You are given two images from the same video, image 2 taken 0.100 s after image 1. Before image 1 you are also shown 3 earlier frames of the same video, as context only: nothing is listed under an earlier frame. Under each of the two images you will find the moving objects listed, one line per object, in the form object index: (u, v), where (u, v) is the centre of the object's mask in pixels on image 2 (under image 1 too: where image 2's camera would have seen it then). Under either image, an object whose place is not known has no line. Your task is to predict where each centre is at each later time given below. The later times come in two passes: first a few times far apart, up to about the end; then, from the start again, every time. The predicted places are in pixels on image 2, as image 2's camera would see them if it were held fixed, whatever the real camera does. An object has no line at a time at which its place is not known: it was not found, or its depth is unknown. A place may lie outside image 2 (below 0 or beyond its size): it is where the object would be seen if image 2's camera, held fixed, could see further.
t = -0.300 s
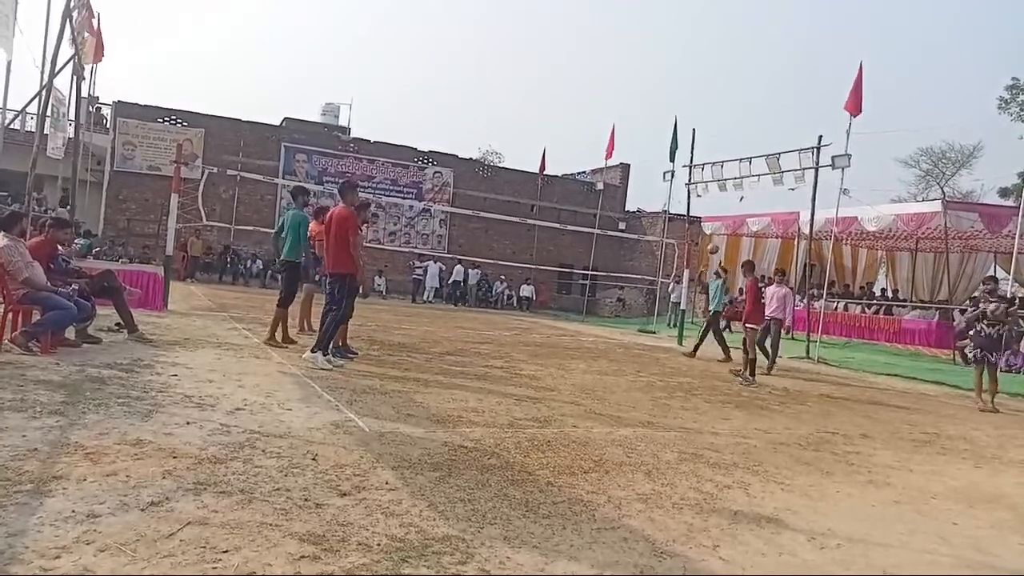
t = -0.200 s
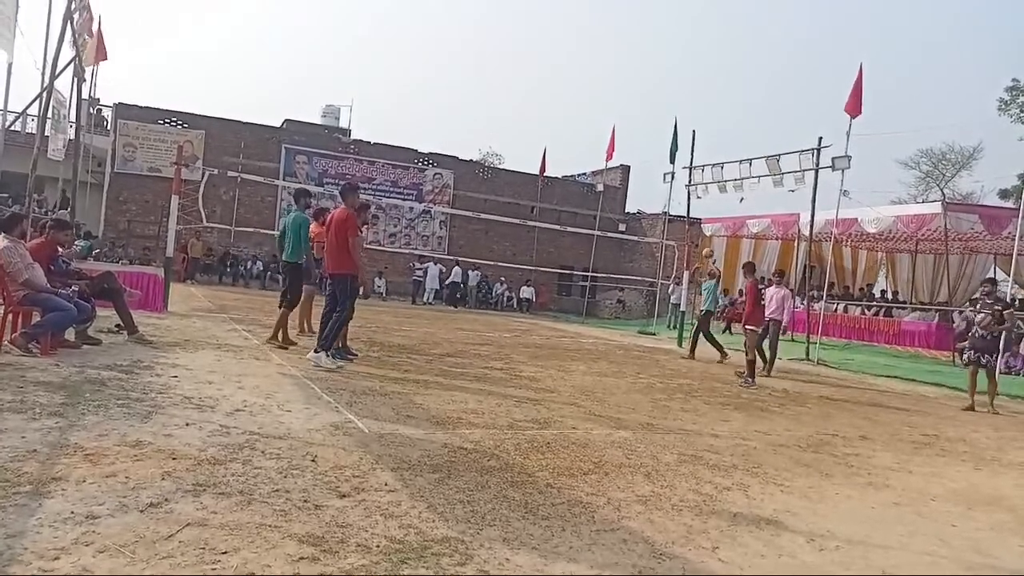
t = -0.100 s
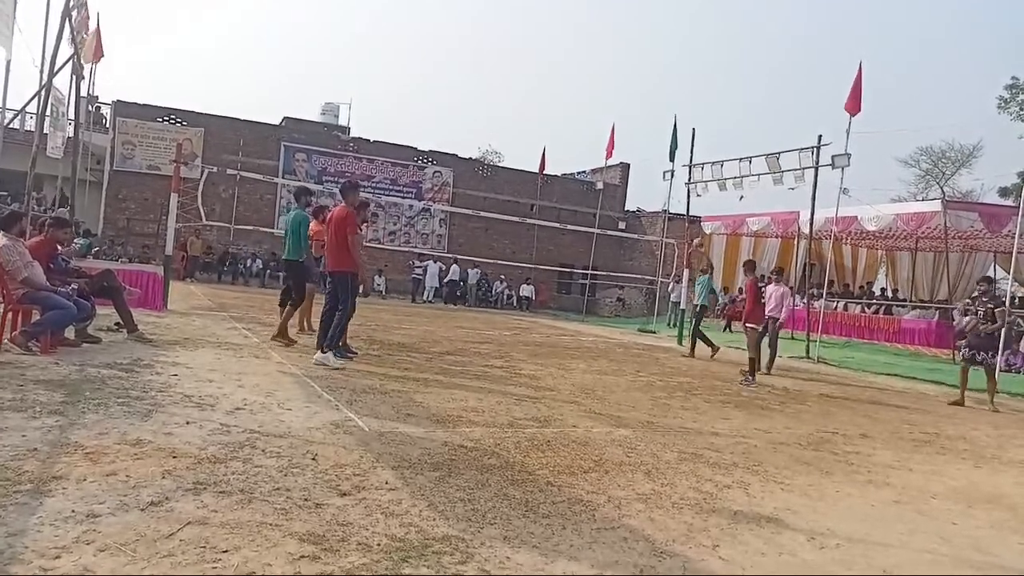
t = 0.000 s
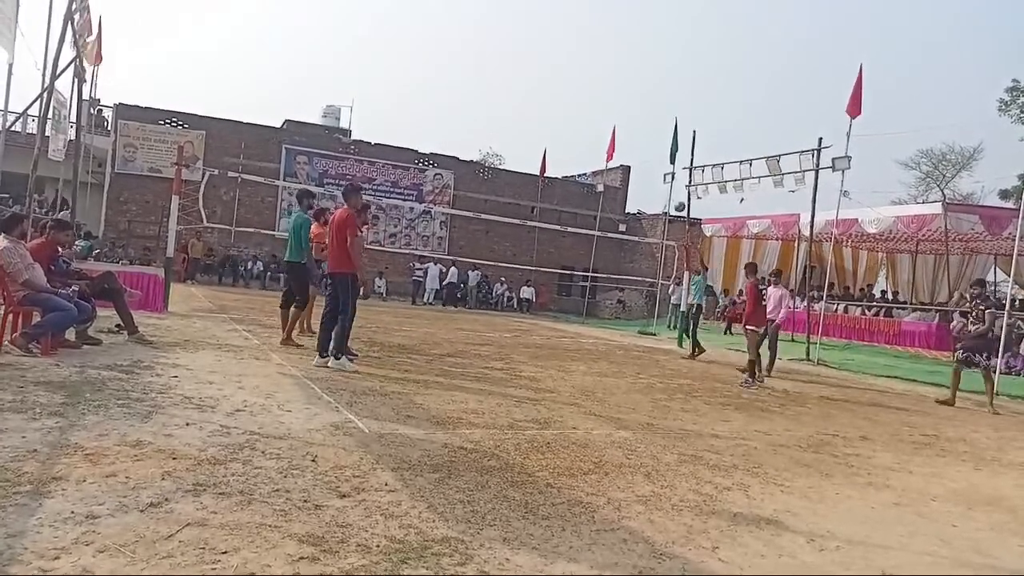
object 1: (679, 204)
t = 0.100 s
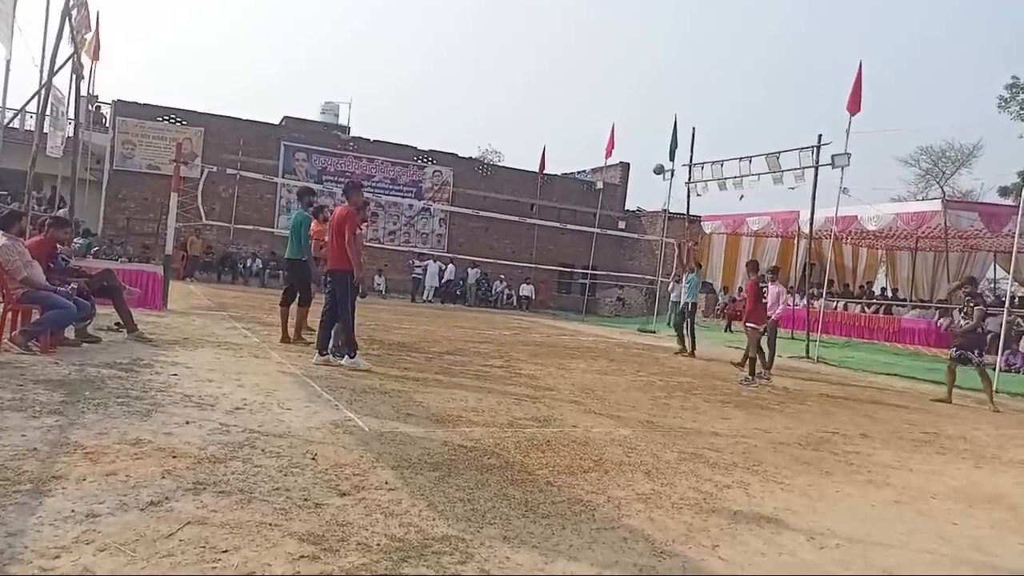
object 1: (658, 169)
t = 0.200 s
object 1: (637, 140)
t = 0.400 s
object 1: (593, 95)
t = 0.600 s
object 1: (546, 71)
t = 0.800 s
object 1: (496, 69)
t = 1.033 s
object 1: (434, 96)
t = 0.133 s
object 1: (651, 159)
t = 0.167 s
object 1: (644, 149)
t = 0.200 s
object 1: (637, 140)
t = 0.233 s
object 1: (630, 131)
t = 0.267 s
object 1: (623, 123)
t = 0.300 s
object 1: (615, 115)
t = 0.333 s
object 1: (607, 108)
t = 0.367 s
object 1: (600, 102)
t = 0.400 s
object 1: (593, 95)
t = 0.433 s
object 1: (585, 90)
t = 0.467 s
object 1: (578, 85)
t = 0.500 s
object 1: (570, 80)
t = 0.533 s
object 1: (562, 77)
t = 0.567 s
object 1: (554, 74)
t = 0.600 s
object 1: (546, 71)
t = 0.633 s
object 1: (538, 69)
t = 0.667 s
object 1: (530, 67)
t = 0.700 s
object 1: (522, 67)
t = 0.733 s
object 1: (513, 67)
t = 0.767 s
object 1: (505, 68)
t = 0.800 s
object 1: (496, 69)
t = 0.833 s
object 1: (488, 70)
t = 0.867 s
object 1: (479, 73)
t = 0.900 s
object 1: (470, 76)
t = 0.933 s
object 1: (461, 80)
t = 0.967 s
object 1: (452, 85)
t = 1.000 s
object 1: (443, 90)
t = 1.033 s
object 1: (434, 96)
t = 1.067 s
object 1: (425, 102)
